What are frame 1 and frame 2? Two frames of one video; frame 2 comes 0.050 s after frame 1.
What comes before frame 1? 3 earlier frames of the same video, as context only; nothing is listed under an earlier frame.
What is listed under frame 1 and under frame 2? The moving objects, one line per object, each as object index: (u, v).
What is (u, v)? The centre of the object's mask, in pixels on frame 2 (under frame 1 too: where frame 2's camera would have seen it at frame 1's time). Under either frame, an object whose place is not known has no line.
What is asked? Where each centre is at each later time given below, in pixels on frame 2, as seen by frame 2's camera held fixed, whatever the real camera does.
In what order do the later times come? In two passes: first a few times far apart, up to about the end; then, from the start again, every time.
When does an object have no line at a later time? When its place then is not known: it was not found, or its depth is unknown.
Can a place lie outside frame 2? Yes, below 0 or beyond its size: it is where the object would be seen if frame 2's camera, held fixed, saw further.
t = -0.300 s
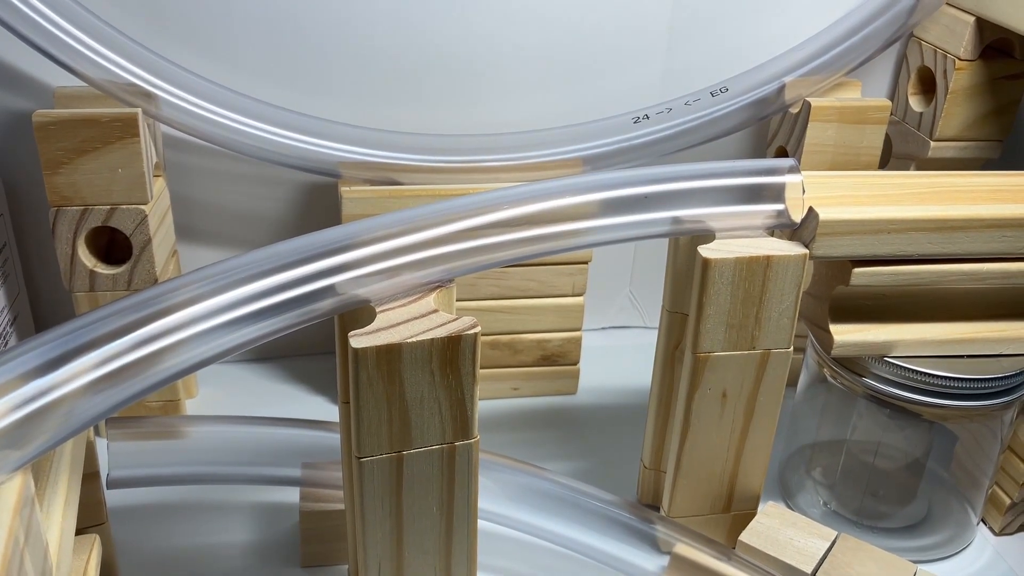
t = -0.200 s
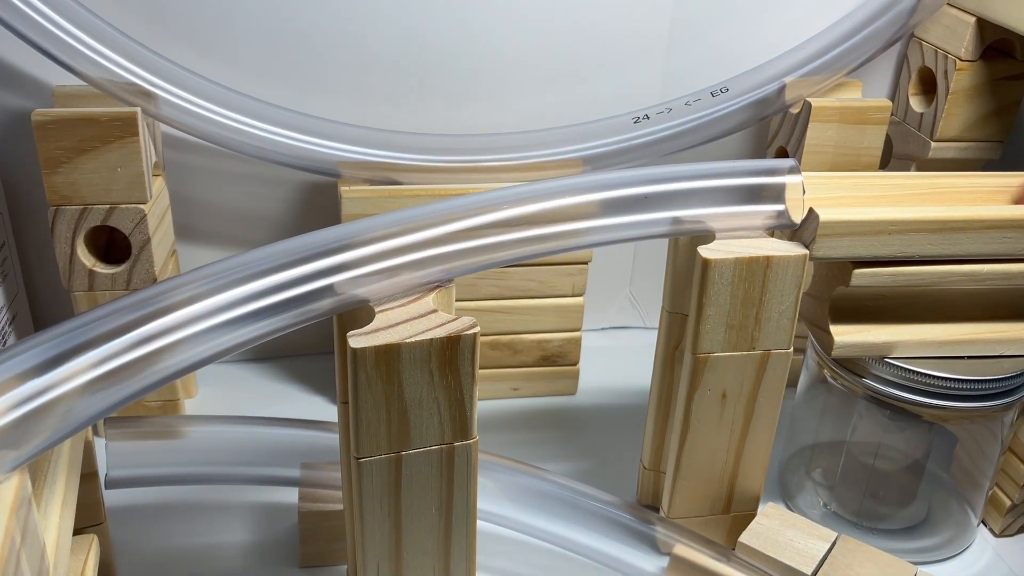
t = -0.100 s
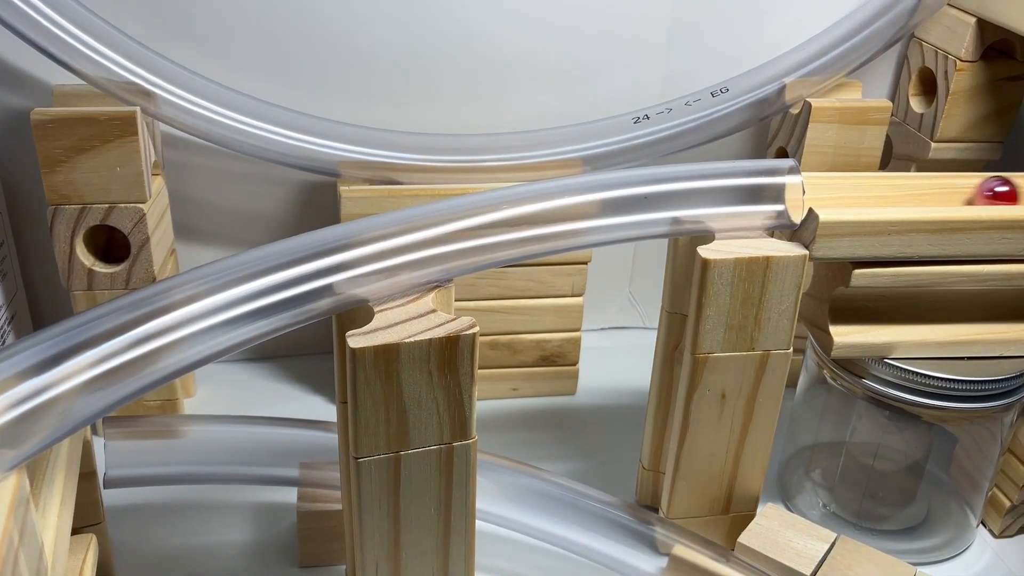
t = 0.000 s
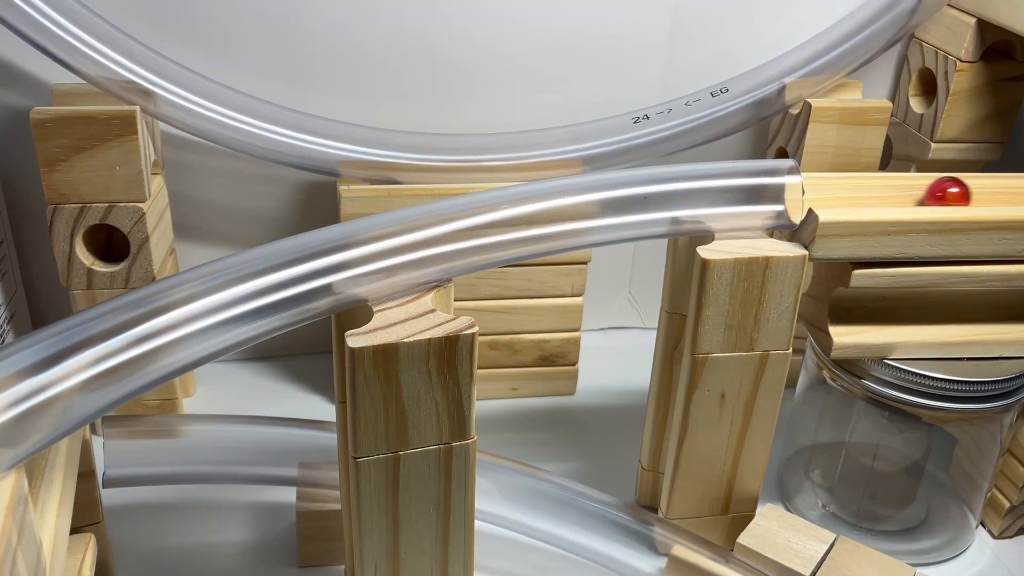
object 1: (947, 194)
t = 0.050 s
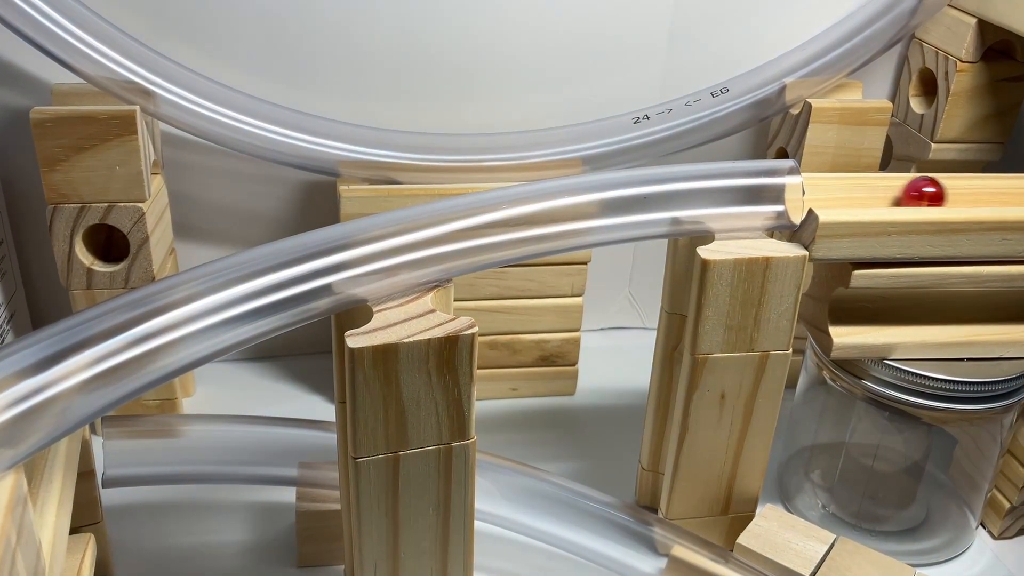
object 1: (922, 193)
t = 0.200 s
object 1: (856, 193)
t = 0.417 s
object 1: (762, 207)
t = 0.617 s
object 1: (652, 213)
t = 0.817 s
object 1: (532, 232)
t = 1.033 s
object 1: (395, 266)
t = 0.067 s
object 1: (913, 193)
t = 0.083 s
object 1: (905, 192)
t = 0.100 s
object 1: (898, 193)
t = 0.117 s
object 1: (892, 193)
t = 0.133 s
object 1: (886, 193)
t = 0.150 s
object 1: (880, 193)
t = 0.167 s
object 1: (872, 193)
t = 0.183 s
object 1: (864, 193)
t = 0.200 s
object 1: (856, 193)
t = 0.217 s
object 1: (848, 192)
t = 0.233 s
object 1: (841, 193)
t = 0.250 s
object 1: (836, 193)
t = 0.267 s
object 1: (829, 193)
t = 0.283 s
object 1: (823, 194)
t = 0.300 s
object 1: (813, 197)
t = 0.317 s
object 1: (806, 197)
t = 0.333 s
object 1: (799, 200)
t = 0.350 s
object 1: (794, 200)
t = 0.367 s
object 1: (788, 203)
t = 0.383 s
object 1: (780, 204)
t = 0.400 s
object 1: (771, 204)
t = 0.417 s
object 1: (762, 207)
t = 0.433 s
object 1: (754, 206)
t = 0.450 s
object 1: (745, 206)
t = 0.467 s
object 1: (738, 205)
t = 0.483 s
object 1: (728, 208)
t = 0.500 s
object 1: (718, 209)
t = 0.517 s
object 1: (708, 208)
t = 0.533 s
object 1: (699, 209)
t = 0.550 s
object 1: (691, 209)
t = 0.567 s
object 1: (682, 210)
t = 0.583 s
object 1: (672, 211)
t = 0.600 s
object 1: (662, 212)
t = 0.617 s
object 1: (652, 213)
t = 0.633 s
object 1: (643, 215)
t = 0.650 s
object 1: (632, 216)
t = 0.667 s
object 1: (623, 217)
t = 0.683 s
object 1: (612, 218)
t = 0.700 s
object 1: (603, 220)
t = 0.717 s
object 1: (594, 221)
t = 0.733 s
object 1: (583, 223)
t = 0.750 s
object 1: (572, 224)
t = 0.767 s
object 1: (562, 226)
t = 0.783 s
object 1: (552, 228)
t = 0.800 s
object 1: (542, 230)
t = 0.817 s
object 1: (532, 232)
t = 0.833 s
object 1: (521, 234)
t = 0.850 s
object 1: (511, 236)
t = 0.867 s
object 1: (501, 238)
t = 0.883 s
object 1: (491, 241)
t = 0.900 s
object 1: (480, 244)
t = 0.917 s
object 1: (469, 247)
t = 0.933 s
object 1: (460, 249)
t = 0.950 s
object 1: (450, 251)
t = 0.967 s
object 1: (439, 255)
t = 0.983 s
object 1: (428, 257)
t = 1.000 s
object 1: (417, 260)
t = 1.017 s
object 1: (406, 264)
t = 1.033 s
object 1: (395, 266)
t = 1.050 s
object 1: (384, 269)
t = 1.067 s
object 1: (373, 273)
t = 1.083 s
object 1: (363, 276)
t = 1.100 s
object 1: (354, 279)
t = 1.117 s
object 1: (343, 282)
